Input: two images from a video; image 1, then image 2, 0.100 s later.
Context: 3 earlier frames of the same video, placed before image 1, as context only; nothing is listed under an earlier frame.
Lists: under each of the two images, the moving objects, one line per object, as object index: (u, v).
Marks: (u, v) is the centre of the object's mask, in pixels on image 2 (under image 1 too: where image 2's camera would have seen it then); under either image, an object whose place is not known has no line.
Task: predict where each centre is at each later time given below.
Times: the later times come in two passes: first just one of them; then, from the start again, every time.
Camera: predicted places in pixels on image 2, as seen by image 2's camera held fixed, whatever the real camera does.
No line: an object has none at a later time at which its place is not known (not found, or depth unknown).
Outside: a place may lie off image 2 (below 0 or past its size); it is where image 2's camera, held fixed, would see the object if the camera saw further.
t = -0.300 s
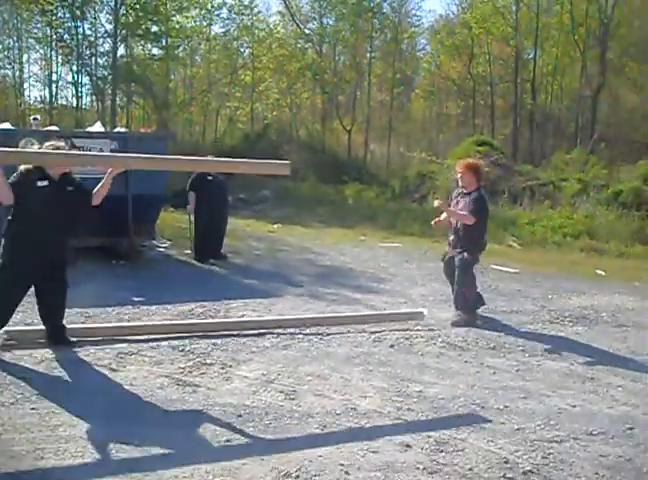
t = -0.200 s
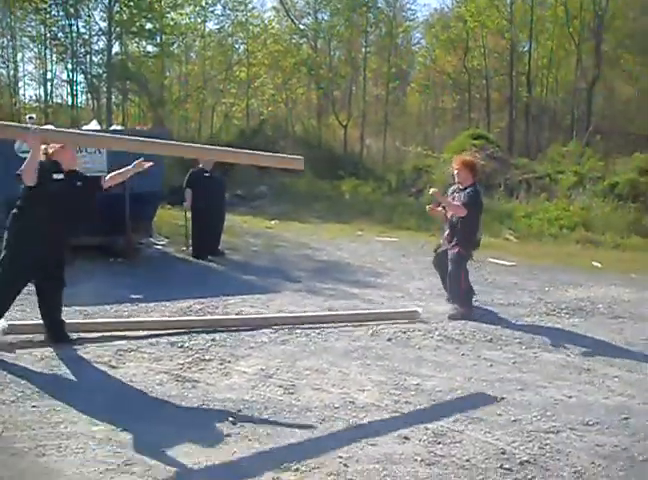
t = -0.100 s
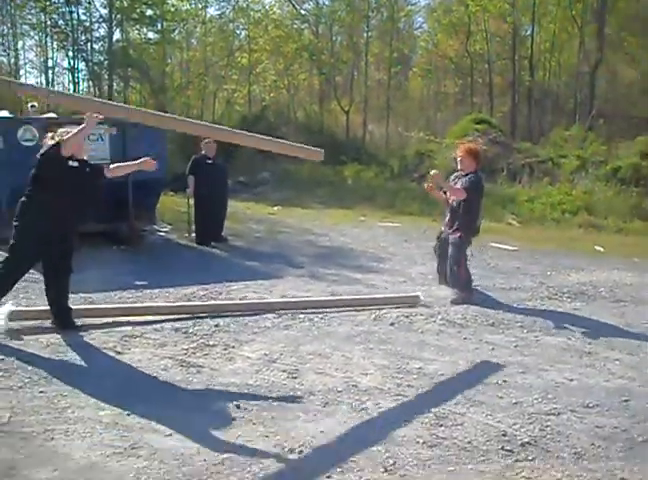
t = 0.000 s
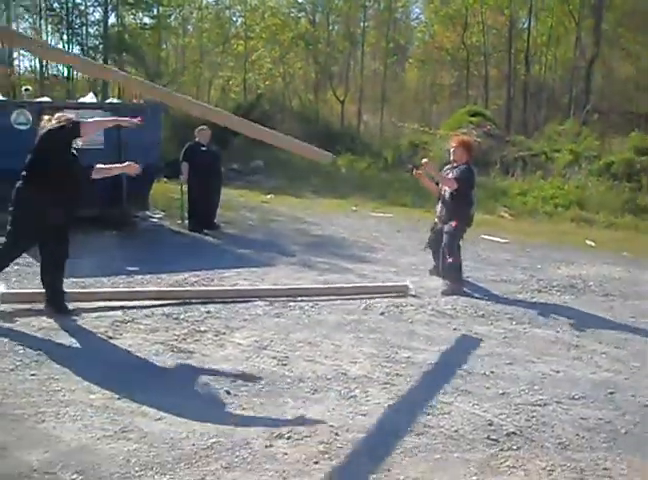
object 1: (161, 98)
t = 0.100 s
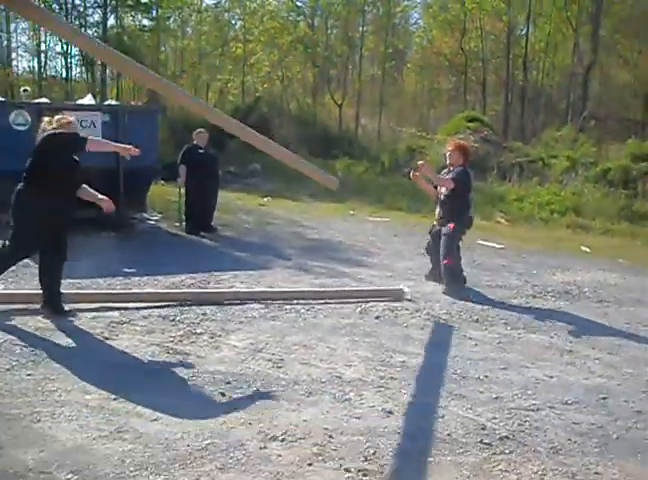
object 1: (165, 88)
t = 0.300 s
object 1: (231, 113)
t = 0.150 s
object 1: (165, 84)
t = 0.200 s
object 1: (185, 88)
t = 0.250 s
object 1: (198, 93)
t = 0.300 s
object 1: (231, 113)
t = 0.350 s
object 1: (243, 121)
